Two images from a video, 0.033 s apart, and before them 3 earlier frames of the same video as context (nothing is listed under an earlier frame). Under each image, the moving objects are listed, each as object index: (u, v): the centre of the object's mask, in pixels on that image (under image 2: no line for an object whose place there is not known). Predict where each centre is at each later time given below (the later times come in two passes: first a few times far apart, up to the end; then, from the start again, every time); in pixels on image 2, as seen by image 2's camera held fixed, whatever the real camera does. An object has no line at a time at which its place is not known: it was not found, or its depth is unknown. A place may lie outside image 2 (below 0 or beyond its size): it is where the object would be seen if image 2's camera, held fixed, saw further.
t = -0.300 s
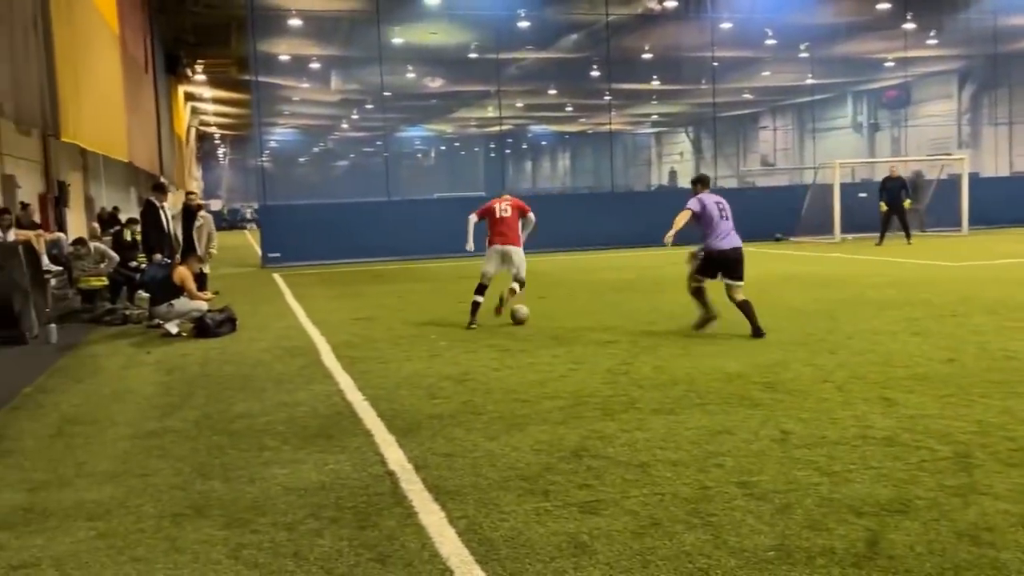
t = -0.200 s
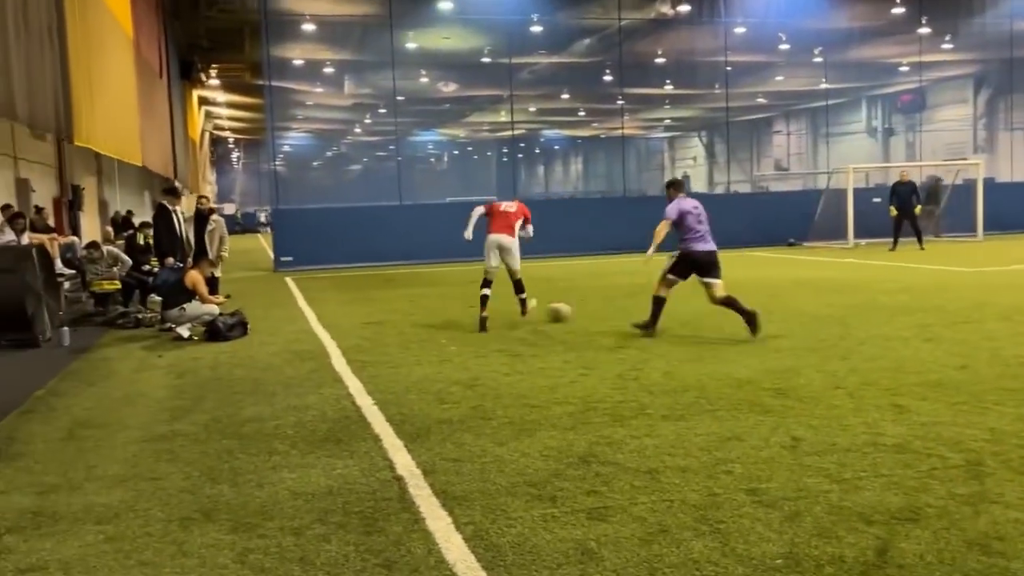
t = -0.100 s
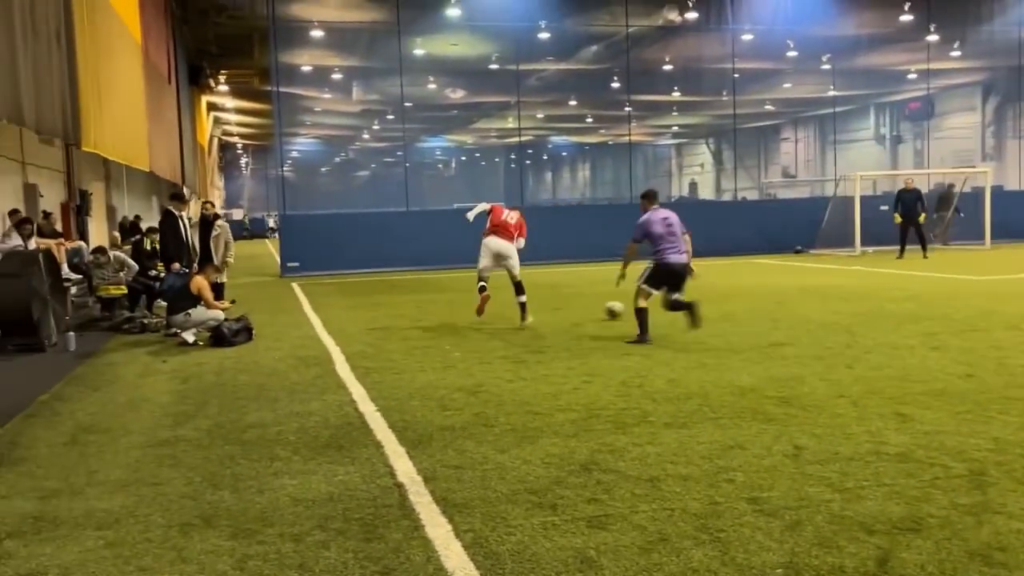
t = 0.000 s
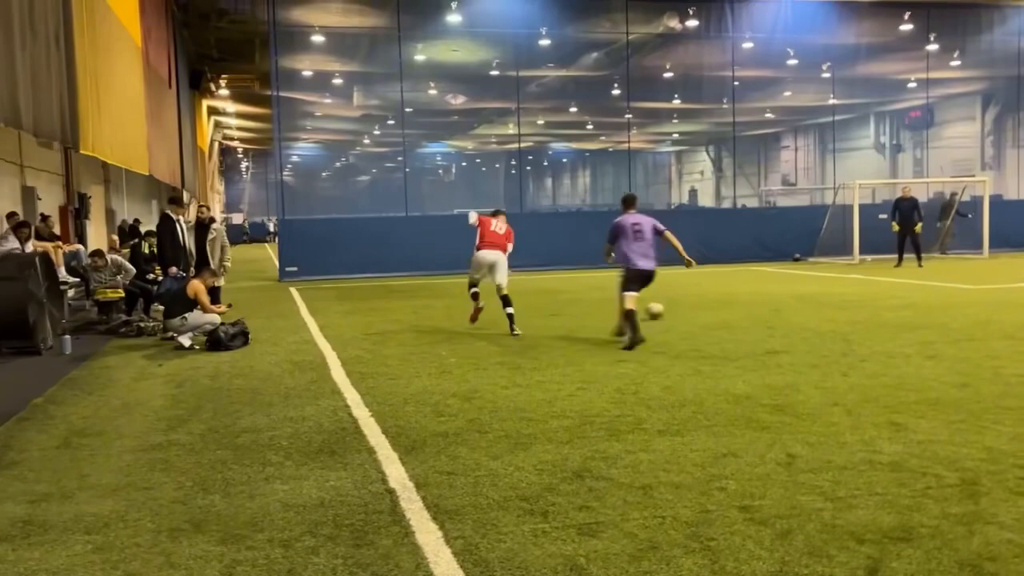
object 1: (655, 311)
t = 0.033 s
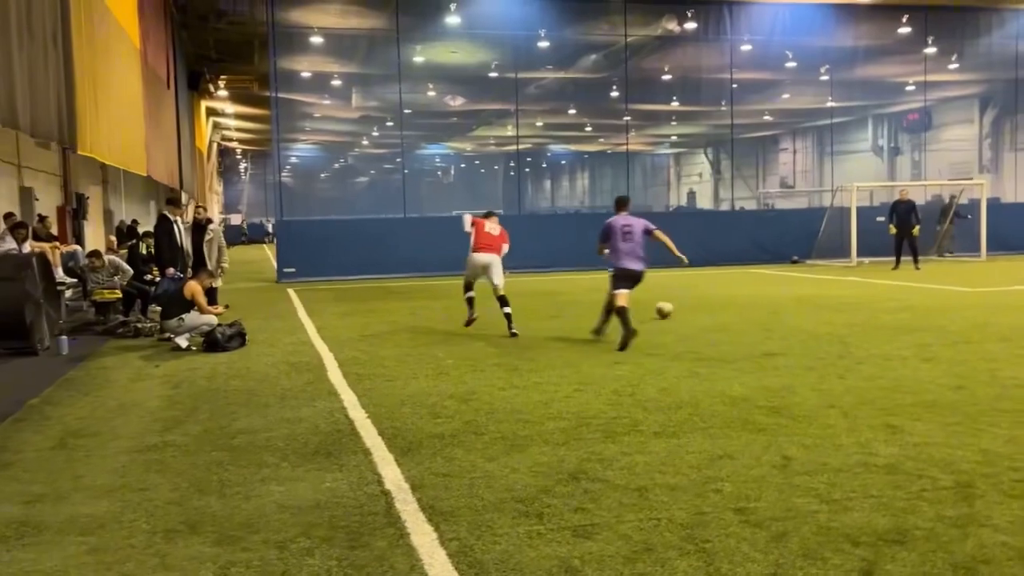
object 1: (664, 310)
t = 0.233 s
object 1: (724, 302)
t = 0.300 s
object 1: (741, 299)
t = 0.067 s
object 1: (675, 308)
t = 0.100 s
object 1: (687, 307)
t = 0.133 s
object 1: (697, 306)
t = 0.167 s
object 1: (707, 304)
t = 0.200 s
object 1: (716, 302)
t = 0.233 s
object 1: (724, 302)
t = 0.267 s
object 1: (733, 301)
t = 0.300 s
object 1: (741, 299)
